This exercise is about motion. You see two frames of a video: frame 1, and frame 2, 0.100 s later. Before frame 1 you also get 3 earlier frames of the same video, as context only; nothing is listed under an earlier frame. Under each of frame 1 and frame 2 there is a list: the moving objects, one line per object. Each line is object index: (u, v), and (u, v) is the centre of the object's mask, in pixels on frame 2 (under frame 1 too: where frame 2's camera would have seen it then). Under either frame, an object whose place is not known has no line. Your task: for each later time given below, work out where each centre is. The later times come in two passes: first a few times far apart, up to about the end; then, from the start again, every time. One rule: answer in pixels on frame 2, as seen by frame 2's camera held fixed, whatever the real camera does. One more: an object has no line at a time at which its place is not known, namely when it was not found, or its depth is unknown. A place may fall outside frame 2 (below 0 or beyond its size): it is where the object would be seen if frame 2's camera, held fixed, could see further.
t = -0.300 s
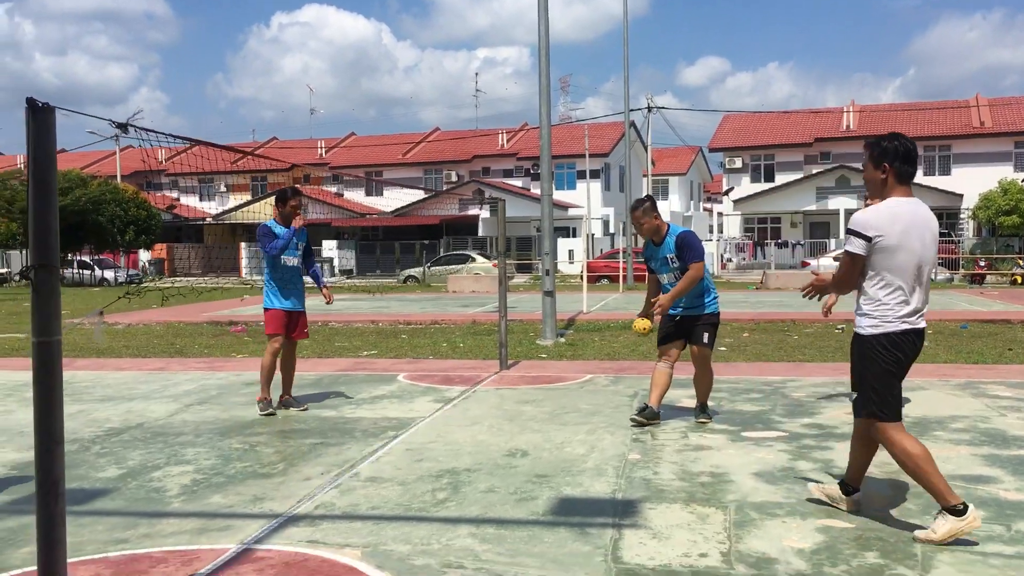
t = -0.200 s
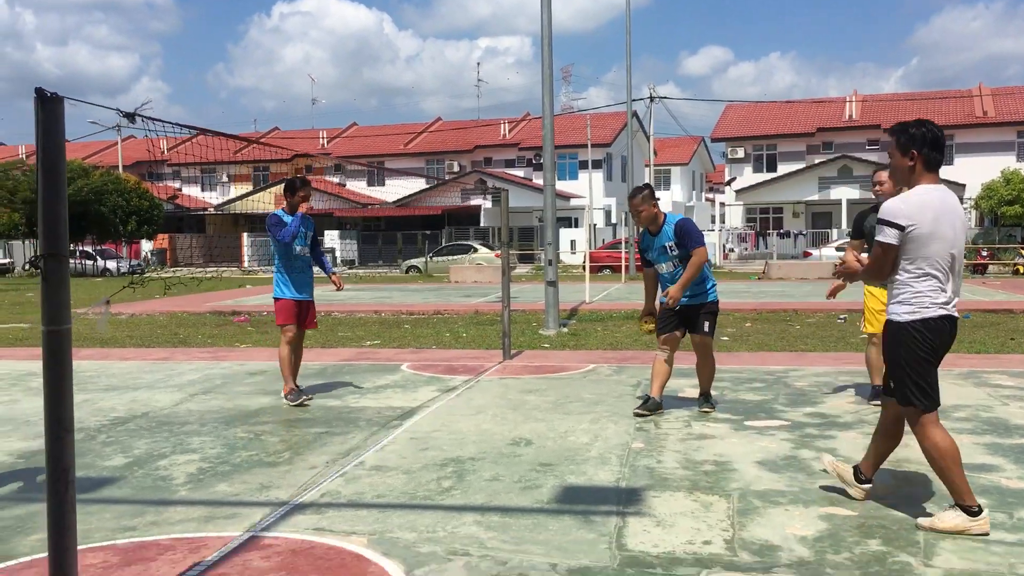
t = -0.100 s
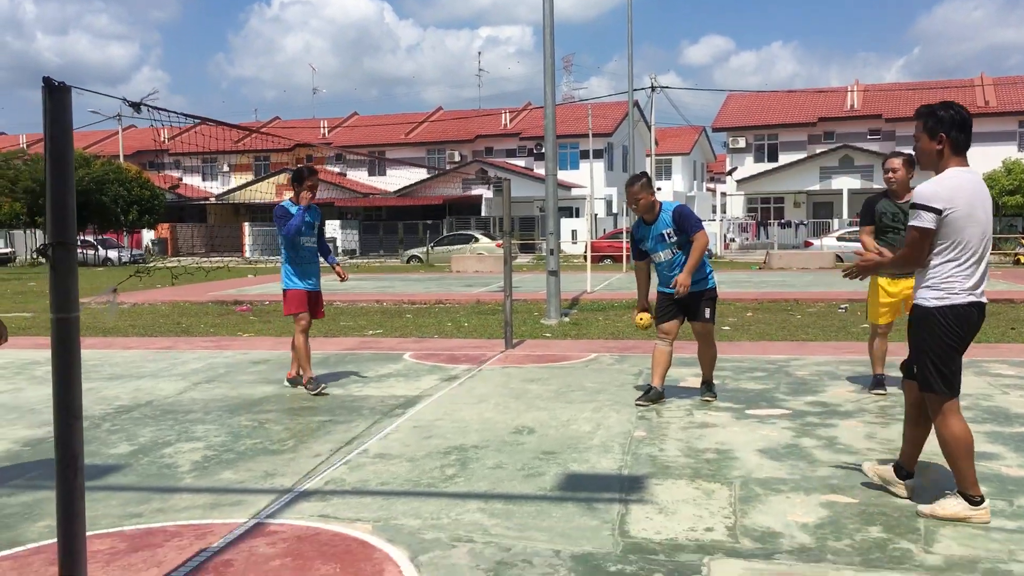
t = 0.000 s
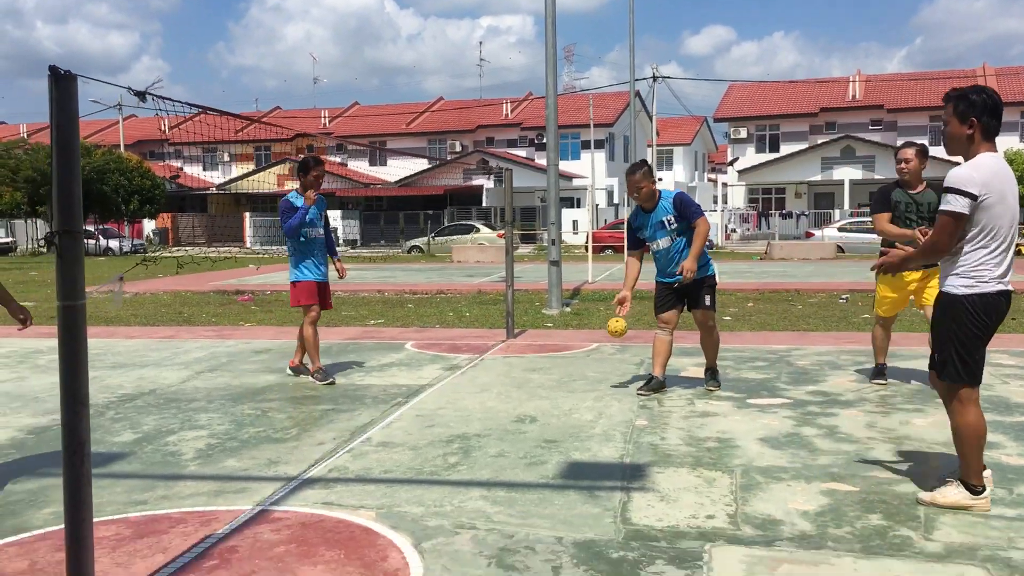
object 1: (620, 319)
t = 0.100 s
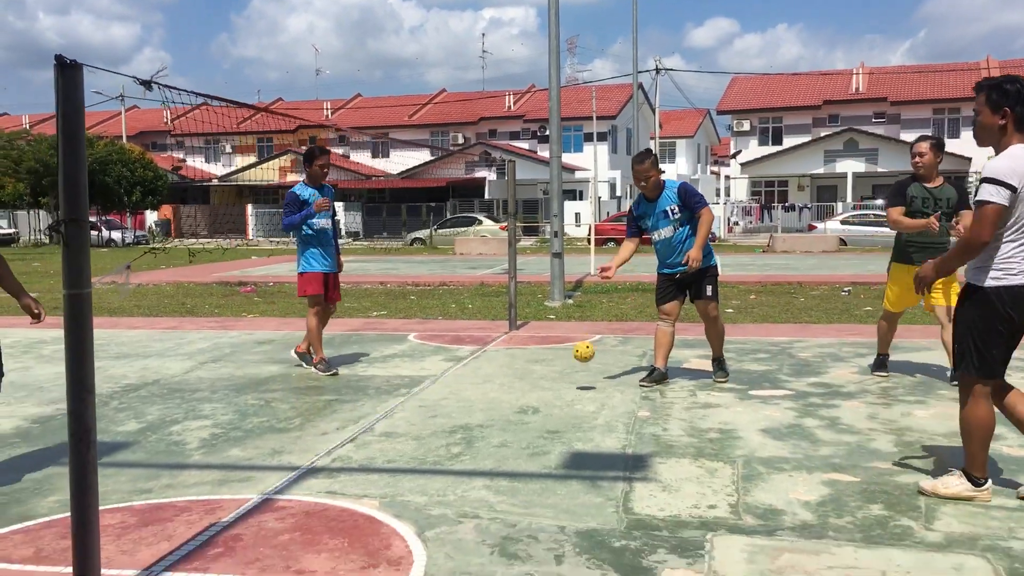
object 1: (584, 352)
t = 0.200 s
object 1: (547, 384)
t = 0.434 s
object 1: (472, 374)
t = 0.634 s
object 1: (397, 420)
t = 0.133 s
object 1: (571, 367)
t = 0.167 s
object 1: (558, 385)
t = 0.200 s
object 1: (547, 384)
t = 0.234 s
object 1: (538, 377)
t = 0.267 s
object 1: (527, 372)
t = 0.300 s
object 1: (517, 368)
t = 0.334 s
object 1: (506, 367)
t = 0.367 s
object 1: (495, 367)
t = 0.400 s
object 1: (483, 370)
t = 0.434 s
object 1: (472, 374)
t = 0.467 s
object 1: (460, 381)
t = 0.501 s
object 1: (447, 390)
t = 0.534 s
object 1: (435, 402)
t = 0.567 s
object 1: (422, 417)
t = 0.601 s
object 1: (409, 426)
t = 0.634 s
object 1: (397, 420)
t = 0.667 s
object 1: (385, 415)
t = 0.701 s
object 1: (372, 413)
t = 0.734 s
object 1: (359, 413)
